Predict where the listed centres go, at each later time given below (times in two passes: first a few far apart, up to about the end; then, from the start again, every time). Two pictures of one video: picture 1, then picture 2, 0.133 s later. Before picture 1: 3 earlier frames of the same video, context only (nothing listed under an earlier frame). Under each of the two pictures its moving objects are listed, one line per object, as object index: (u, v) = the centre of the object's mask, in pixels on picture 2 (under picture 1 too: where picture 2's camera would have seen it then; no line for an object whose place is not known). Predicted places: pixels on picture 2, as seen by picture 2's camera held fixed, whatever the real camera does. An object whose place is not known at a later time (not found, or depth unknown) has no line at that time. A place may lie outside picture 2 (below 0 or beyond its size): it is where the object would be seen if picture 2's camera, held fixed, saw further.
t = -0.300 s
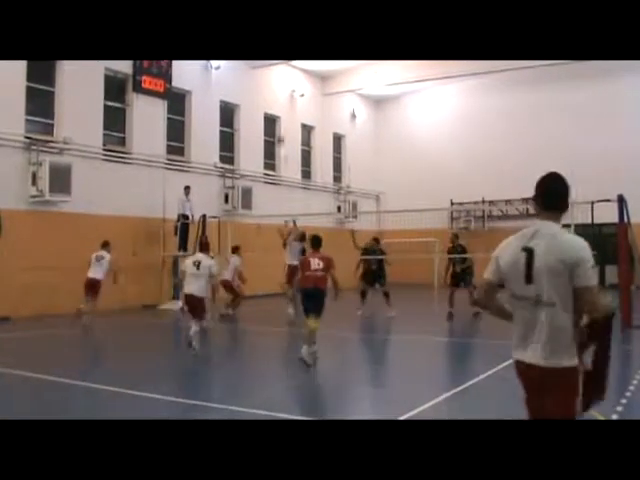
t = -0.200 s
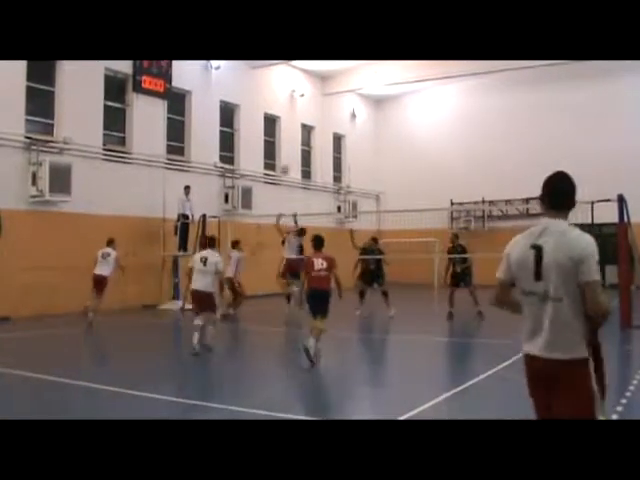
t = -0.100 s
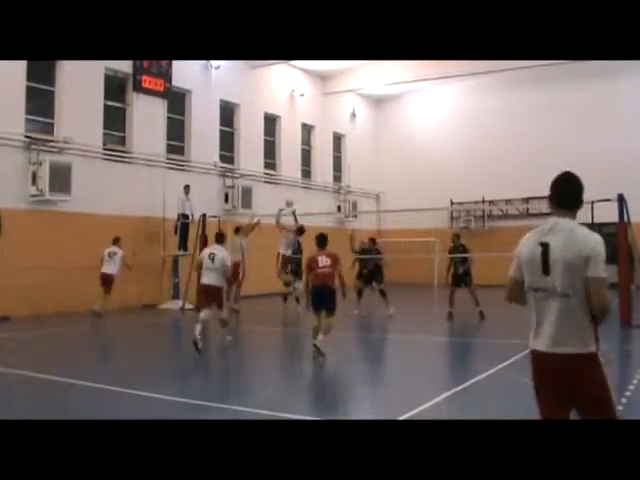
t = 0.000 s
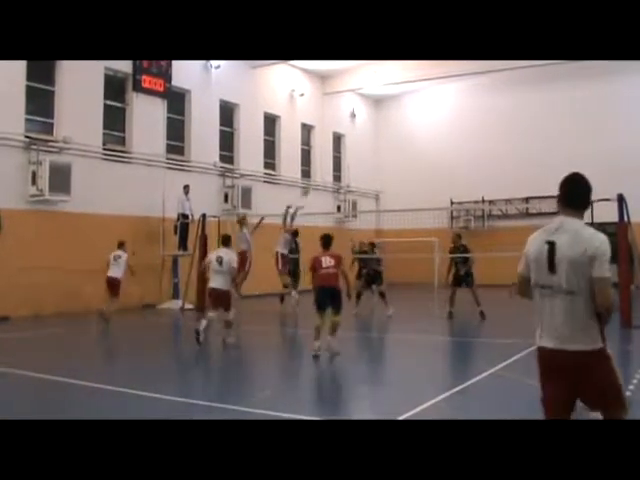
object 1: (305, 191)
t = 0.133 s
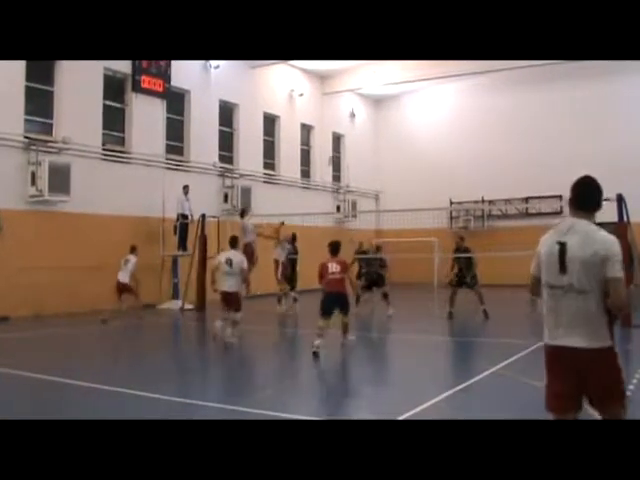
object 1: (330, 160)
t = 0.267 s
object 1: (360, 136)
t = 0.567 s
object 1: (423, 111)
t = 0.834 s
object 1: (484, 124)
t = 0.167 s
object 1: (343, 146)
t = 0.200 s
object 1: (346, 147)
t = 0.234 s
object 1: (353, 141)
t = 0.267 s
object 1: (360, 136)
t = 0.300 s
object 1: (366, 131)
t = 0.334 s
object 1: (374, 127)
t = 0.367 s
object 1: (381, 123)
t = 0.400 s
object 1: (388, 120)
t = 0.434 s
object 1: (395, 117)
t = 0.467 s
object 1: (402, 115)
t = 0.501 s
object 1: (409, 113)
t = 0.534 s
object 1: (417, 111)
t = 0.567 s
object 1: (423, 111)
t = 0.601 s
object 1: (431, 110)
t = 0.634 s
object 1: (438, 111)
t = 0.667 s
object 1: (446, 112)
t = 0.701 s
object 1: (453, 113)
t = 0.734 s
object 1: (461, 115)
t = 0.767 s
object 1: (468, 117)
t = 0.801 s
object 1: (476, 120)
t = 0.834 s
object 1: (484, 124)
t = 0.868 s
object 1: (492, 129)
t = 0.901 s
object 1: (500, 134)
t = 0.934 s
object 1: (508, 140)
